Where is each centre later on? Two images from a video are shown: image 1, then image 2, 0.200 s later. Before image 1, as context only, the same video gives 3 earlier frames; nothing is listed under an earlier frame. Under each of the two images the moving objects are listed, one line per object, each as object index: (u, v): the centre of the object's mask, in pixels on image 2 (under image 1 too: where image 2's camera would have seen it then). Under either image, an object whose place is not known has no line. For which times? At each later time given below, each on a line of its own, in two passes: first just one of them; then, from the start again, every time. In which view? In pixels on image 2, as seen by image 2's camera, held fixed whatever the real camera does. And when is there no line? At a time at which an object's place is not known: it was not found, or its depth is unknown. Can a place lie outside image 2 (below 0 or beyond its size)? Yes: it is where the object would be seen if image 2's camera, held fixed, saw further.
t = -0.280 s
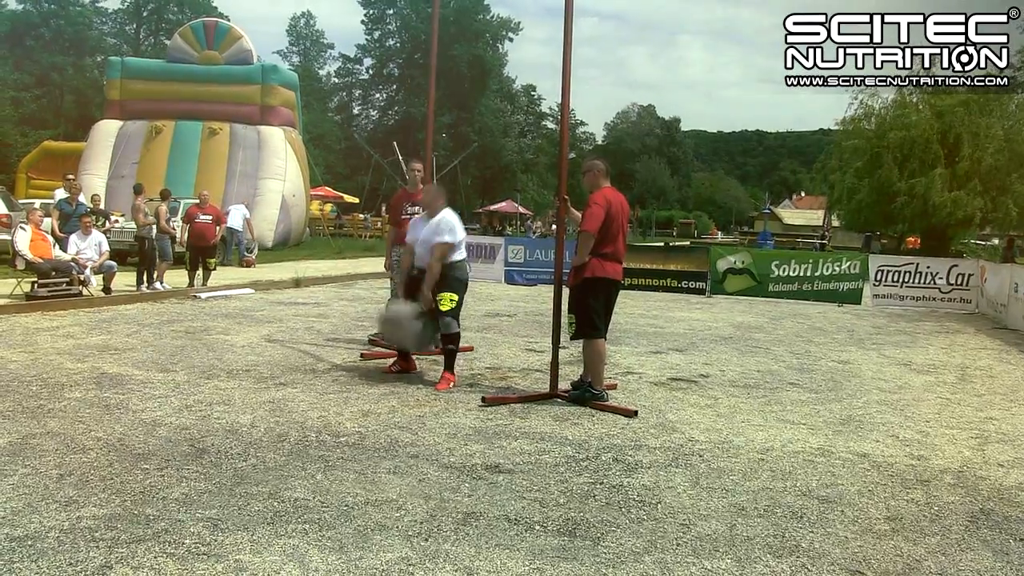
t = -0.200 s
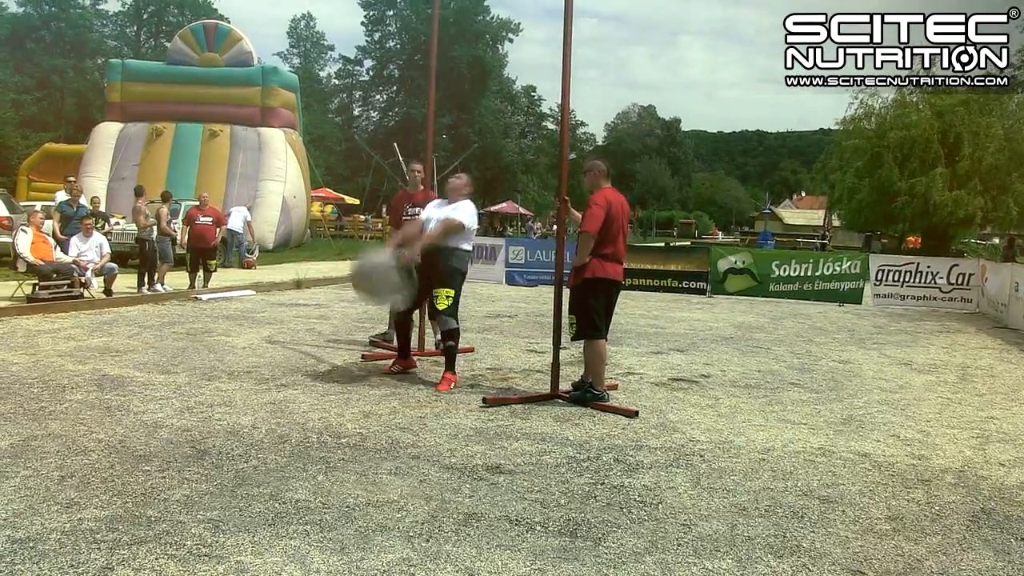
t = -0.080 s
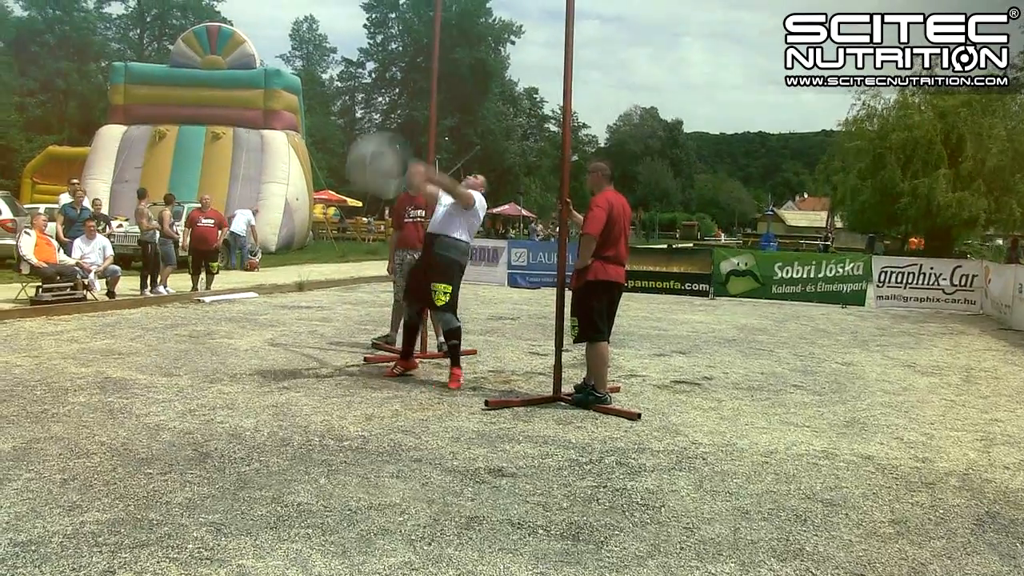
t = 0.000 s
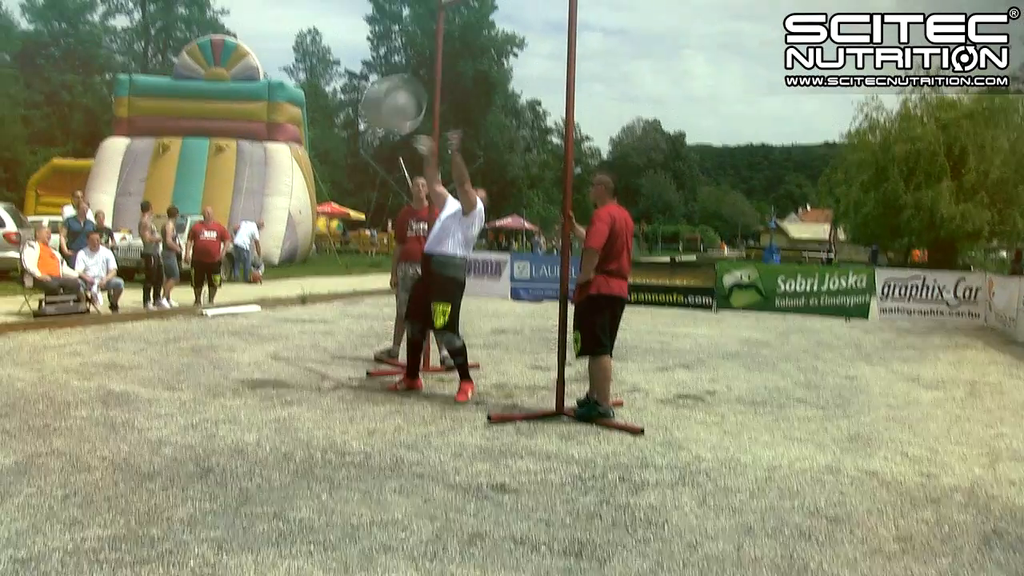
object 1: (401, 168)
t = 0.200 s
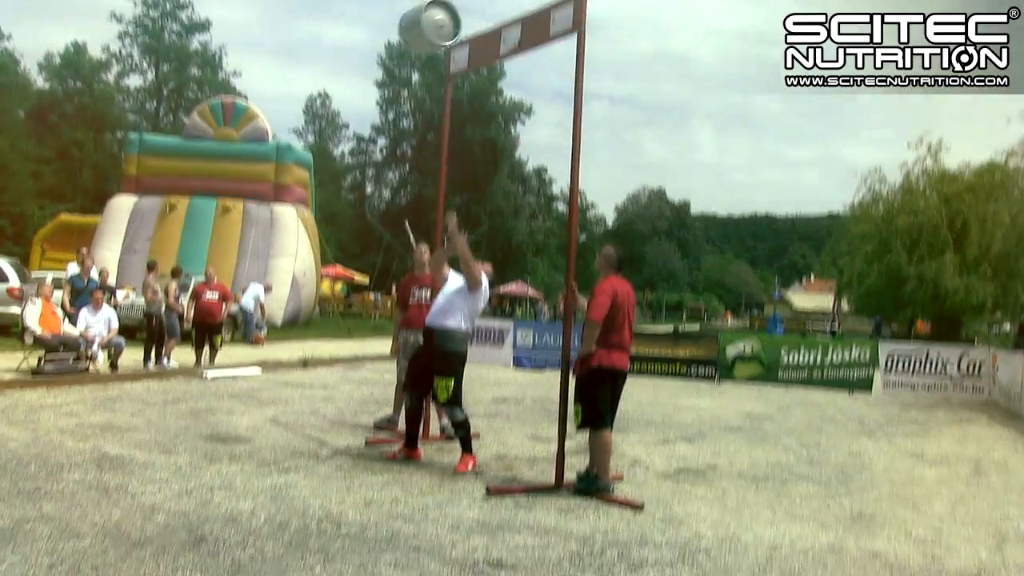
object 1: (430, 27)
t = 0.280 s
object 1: (440, -14)
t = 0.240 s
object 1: (435, 6)
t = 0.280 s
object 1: (440, -14)
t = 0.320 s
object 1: (445, -33)
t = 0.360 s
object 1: (451, -50)
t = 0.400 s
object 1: (456, -66)
